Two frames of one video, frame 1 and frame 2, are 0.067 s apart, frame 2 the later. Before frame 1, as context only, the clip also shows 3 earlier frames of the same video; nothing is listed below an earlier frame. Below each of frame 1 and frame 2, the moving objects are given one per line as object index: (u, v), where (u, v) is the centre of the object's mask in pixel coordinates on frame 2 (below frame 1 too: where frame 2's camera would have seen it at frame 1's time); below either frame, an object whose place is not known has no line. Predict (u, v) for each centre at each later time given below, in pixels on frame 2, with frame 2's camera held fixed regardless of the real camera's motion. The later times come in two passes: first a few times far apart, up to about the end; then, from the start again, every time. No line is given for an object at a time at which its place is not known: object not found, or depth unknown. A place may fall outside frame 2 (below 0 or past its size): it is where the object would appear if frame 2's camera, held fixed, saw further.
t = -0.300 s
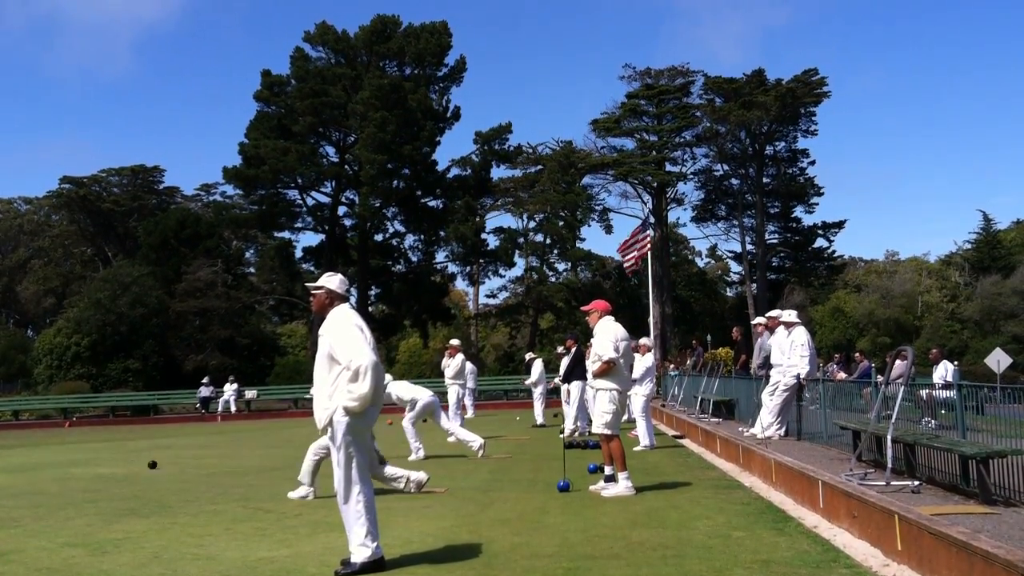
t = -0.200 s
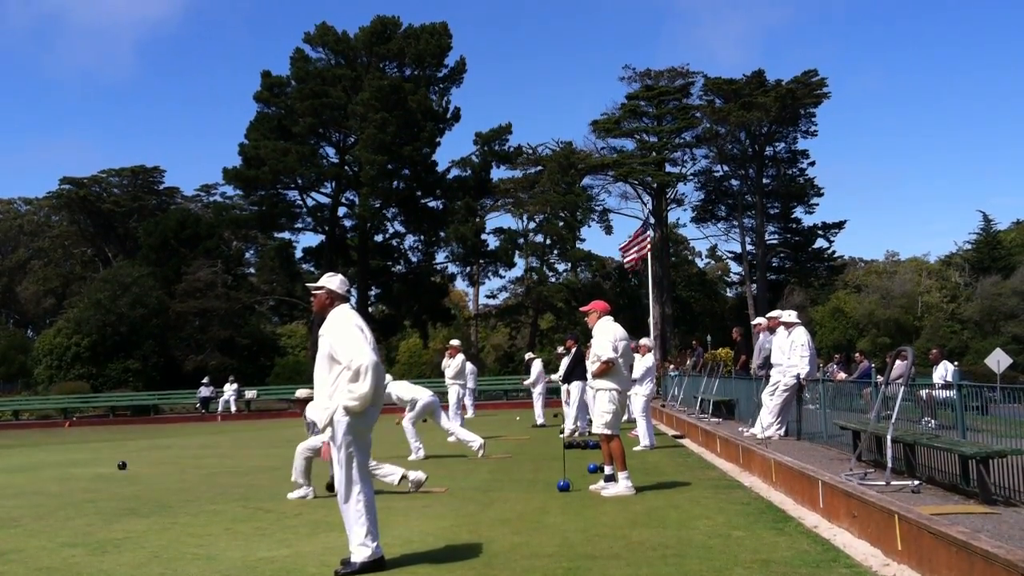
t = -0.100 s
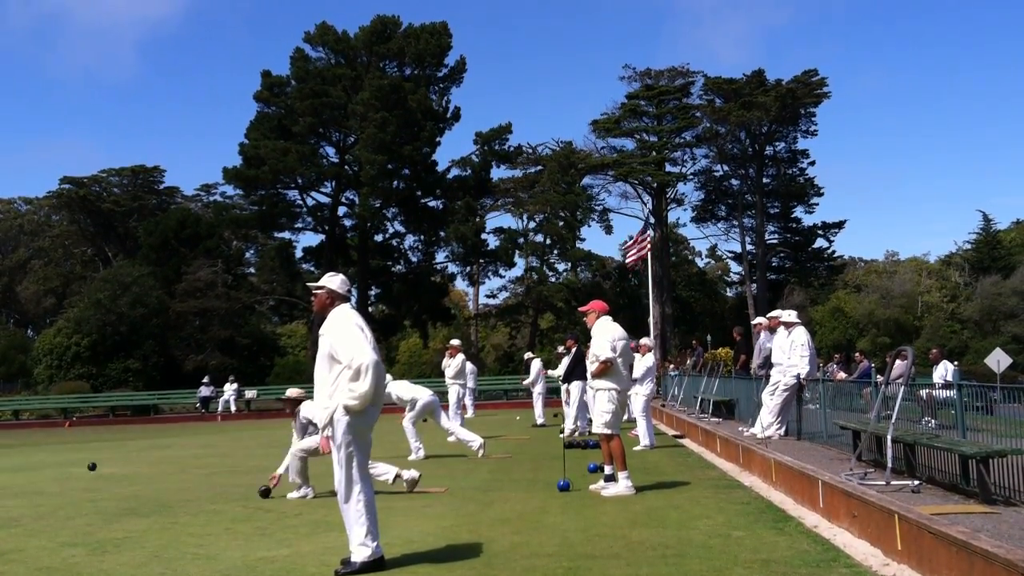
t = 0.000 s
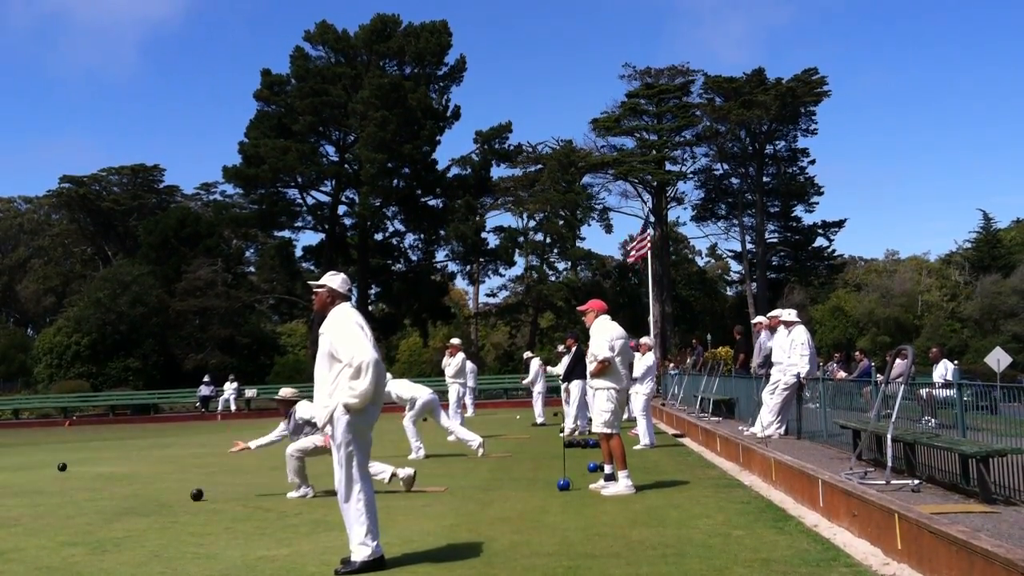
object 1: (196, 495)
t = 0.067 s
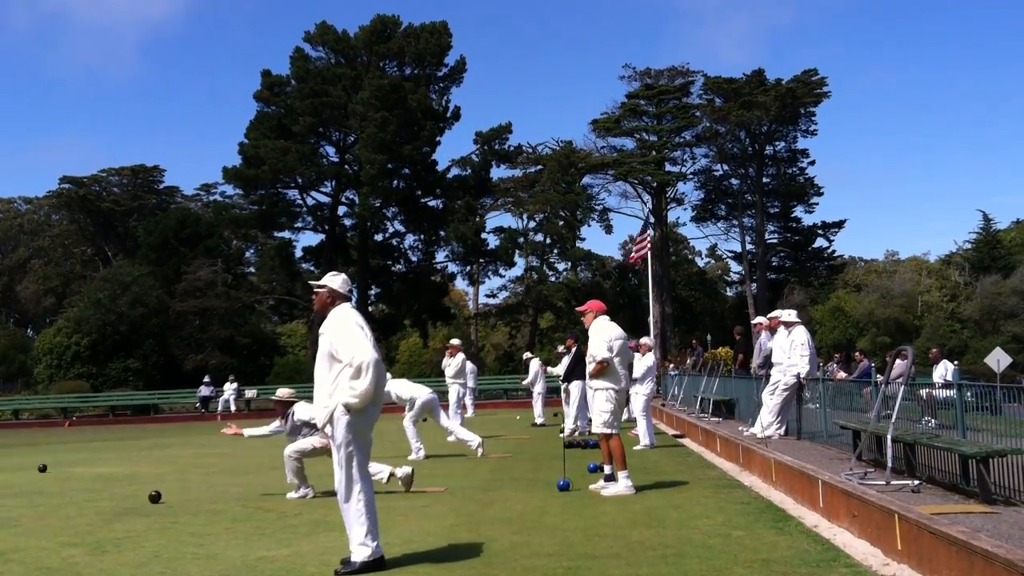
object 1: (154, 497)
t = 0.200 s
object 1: (78, 500)
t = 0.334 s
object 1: (9, 504)
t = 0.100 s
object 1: (134, 498)
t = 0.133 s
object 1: (114, 499)
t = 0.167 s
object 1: (97, 499)
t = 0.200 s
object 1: (78, 500)
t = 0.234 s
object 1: (60, 502)
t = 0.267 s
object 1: (43, 502)
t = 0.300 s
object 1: (26, 503)
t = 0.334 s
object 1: (9, 504)
